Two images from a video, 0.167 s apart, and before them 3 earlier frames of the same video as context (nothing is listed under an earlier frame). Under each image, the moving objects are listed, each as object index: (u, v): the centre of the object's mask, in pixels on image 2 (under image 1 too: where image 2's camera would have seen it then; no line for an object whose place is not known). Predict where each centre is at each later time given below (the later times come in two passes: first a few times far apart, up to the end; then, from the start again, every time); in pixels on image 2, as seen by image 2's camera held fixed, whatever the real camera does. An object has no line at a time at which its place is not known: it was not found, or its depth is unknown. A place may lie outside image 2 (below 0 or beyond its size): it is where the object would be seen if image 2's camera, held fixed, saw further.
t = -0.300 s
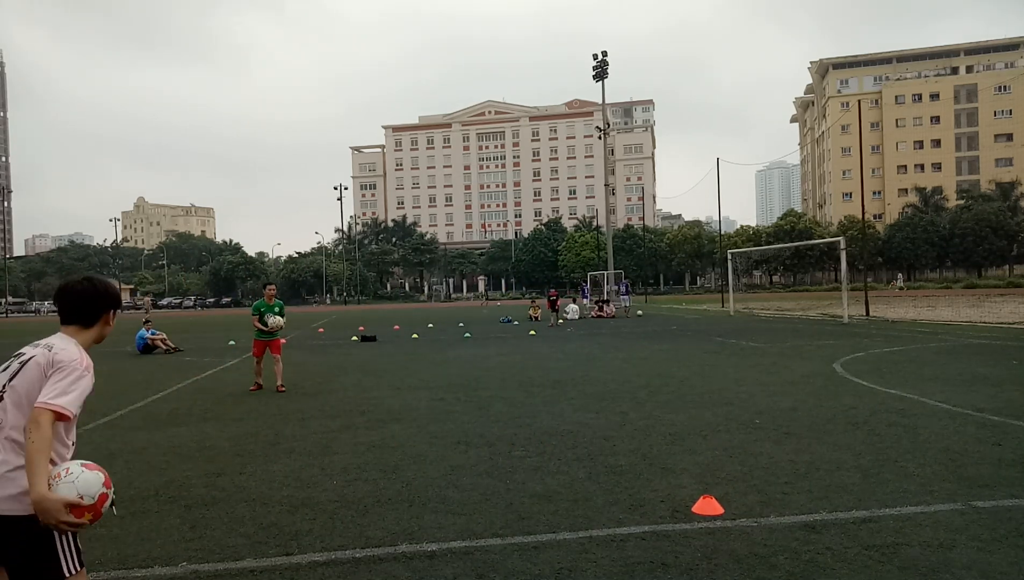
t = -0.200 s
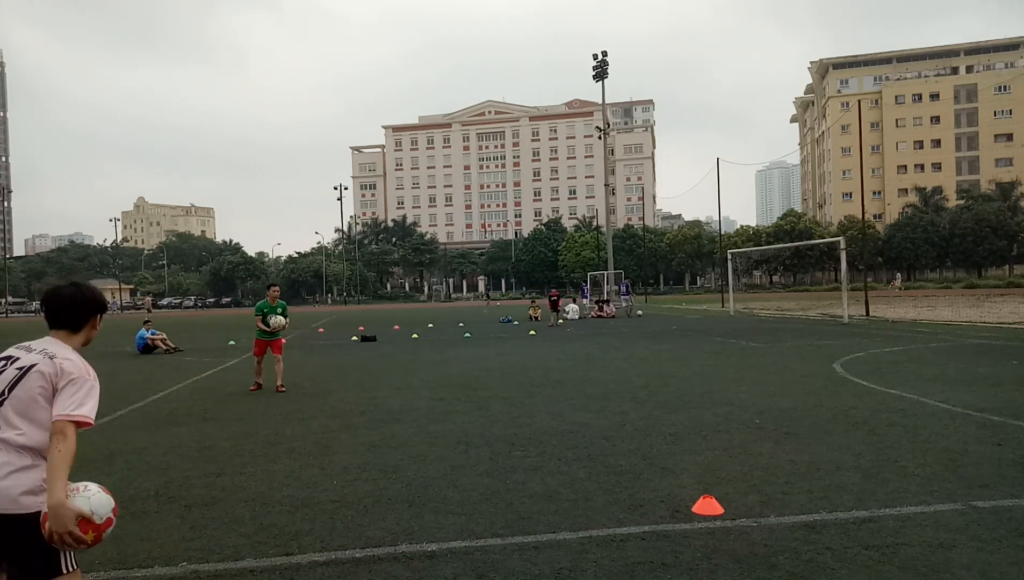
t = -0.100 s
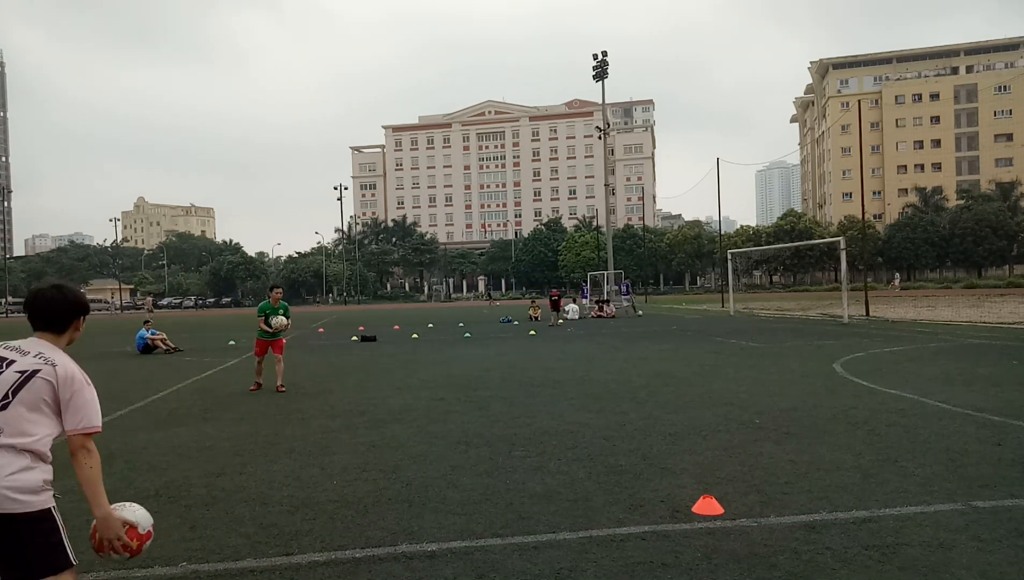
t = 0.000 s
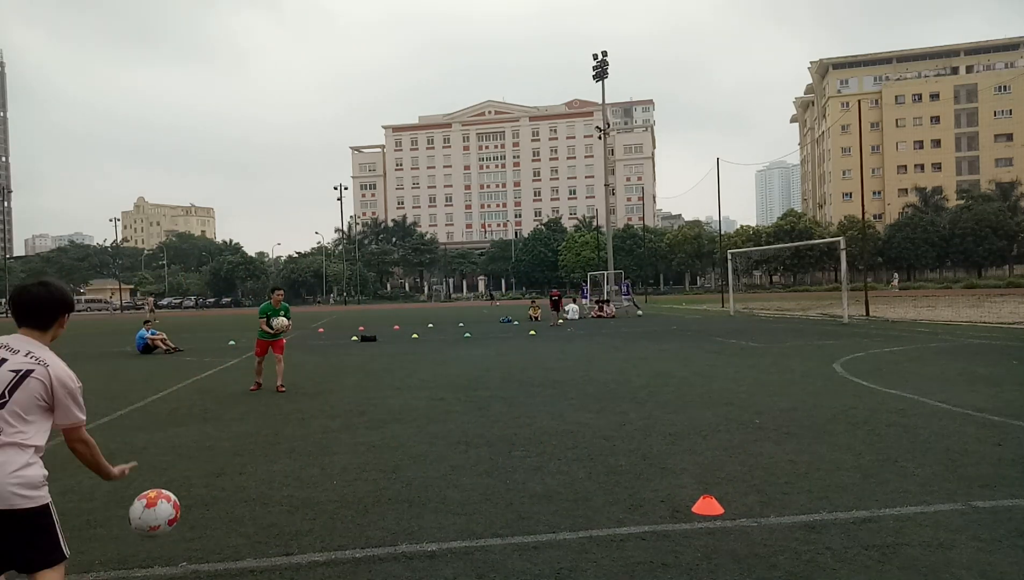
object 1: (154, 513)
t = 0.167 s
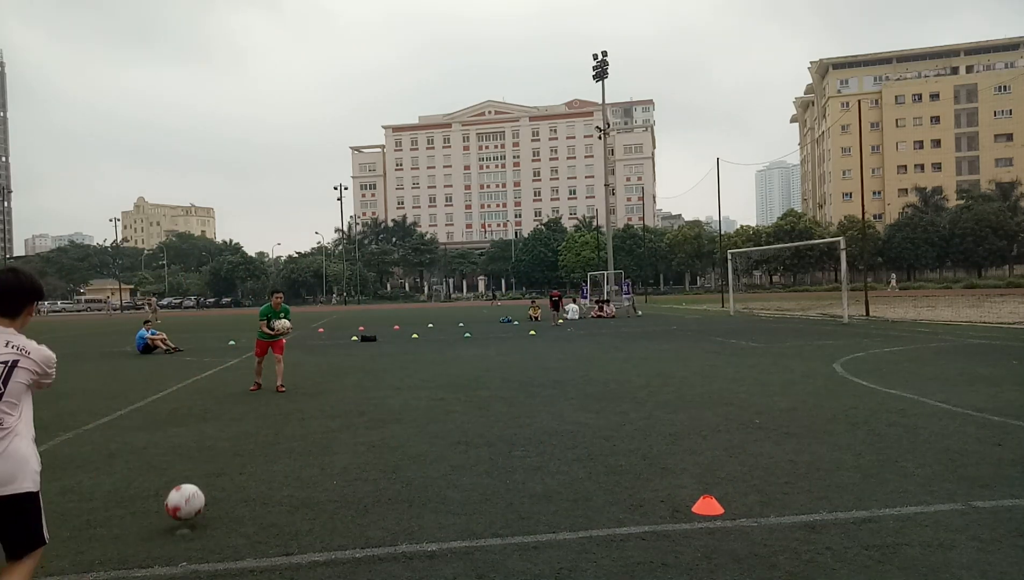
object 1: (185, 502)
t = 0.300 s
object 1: (194, 447)
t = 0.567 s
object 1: (211, 429)
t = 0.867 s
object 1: (223, 405)
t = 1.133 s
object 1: (232, 398)
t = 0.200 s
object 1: (187, 484)
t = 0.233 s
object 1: (190, 470)
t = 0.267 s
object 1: (192, 456)
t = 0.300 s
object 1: (194, 447)
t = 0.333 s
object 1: (197, 439)
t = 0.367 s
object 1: (198, 432)
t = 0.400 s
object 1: (201, 428)
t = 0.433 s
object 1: (203, 425)
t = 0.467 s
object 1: (205, 424)
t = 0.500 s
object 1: (207, 424)
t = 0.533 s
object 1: (209, 426)
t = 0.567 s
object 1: (211, 429)
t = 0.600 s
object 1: (213, 433)
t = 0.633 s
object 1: (214, 439)
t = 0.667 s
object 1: (216, 440)
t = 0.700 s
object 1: (217, 431)
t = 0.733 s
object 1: (219, 423)
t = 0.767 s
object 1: (219, 417)
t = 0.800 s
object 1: (221, 411)
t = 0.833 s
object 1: (222, 408)
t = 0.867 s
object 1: (223, 405)
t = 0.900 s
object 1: (224, 404)
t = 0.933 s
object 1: (225, 404)
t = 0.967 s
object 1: (227, 405)
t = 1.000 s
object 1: (228, 407)
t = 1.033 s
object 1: (229, 409)
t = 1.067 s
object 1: (230, 408)
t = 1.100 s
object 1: (231, 402)
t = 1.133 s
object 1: (232, 398)
